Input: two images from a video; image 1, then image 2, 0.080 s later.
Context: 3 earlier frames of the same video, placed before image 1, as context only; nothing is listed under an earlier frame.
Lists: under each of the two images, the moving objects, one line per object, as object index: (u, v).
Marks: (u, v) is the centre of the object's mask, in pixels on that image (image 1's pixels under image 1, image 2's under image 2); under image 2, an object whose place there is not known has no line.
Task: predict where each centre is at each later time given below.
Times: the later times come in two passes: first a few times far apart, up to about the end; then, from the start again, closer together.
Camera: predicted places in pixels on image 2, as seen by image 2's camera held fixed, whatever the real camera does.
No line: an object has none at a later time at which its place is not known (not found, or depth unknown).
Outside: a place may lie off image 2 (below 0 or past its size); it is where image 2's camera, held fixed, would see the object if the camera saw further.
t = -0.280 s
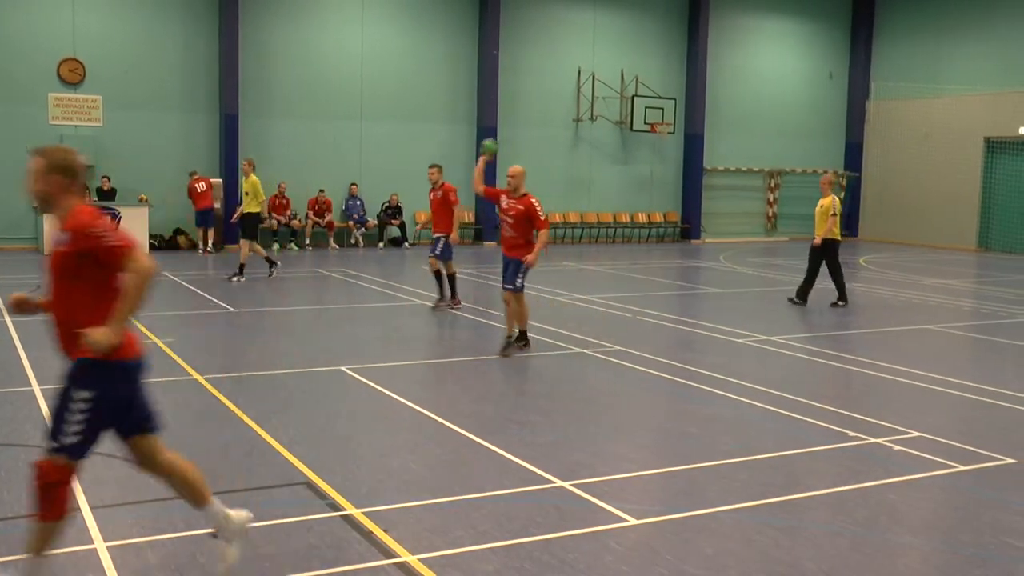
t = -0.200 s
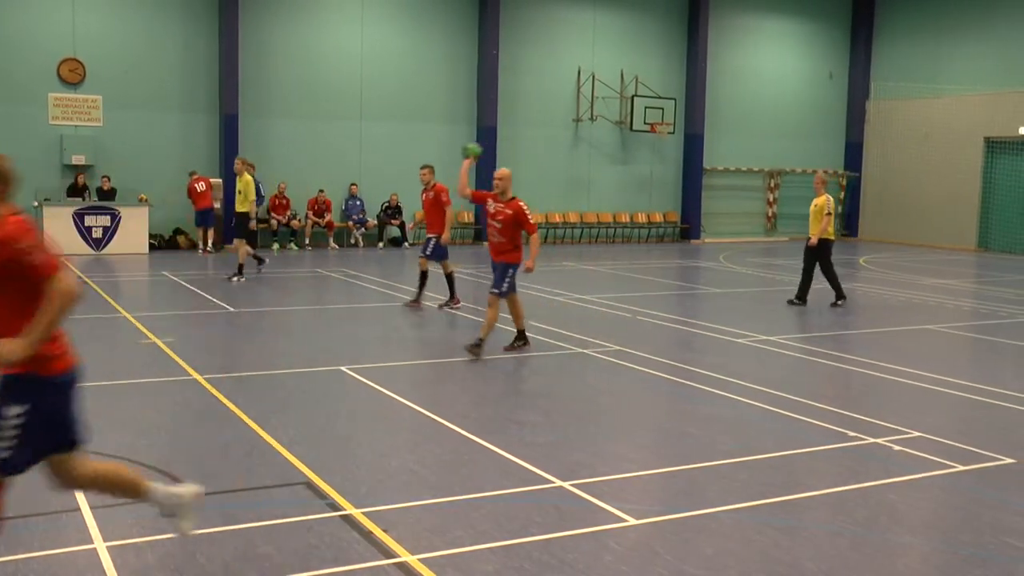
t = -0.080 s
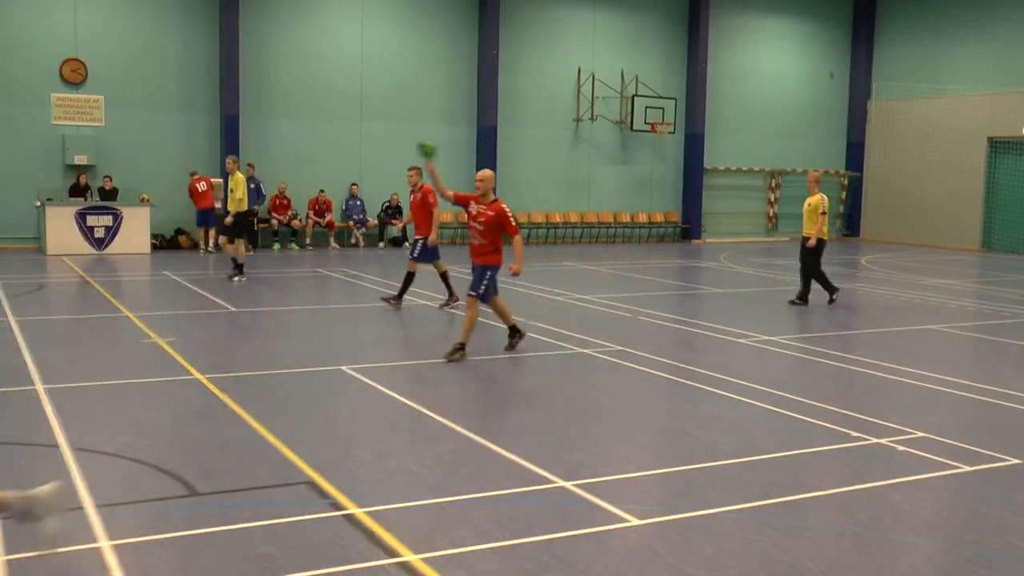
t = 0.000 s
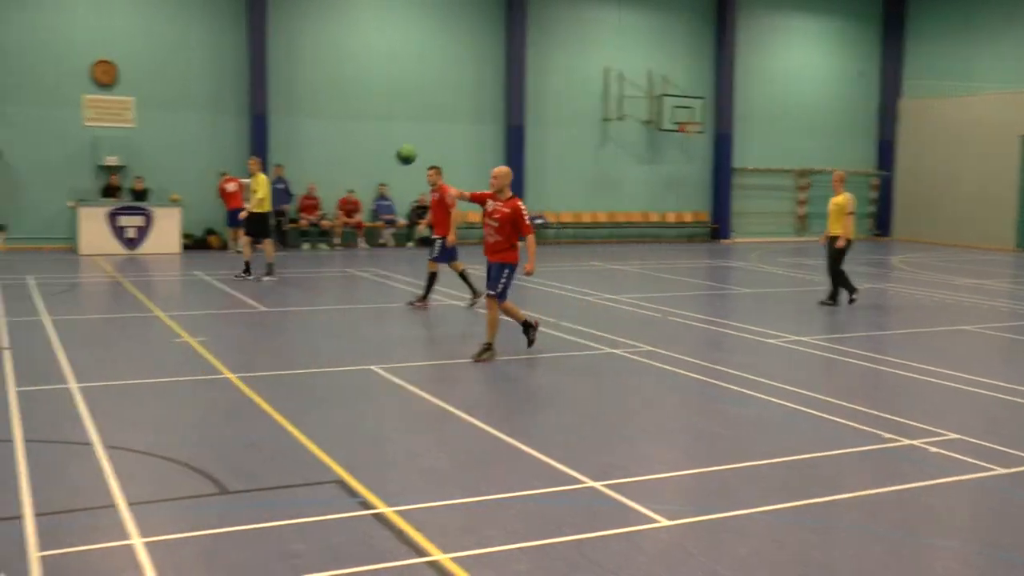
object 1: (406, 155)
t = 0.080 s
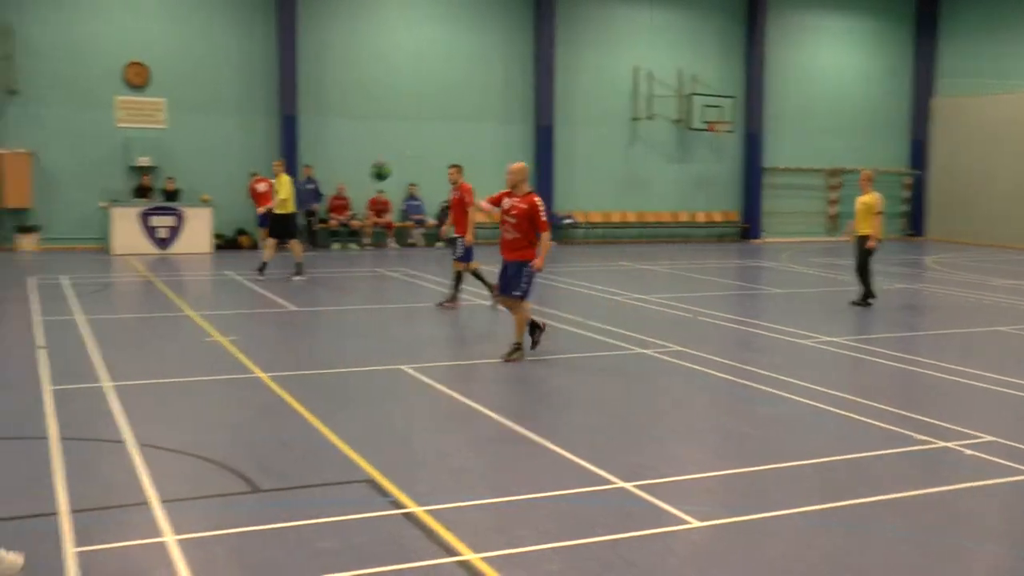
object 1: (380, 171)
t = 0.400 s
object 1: (77, 347)
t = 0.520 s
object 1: (-81, 461)
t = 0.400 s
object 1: (77, 347)
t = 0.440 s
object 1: (25, 391)
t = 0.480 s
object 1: (-33, 438)
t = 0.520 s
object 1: (-81, 461)
